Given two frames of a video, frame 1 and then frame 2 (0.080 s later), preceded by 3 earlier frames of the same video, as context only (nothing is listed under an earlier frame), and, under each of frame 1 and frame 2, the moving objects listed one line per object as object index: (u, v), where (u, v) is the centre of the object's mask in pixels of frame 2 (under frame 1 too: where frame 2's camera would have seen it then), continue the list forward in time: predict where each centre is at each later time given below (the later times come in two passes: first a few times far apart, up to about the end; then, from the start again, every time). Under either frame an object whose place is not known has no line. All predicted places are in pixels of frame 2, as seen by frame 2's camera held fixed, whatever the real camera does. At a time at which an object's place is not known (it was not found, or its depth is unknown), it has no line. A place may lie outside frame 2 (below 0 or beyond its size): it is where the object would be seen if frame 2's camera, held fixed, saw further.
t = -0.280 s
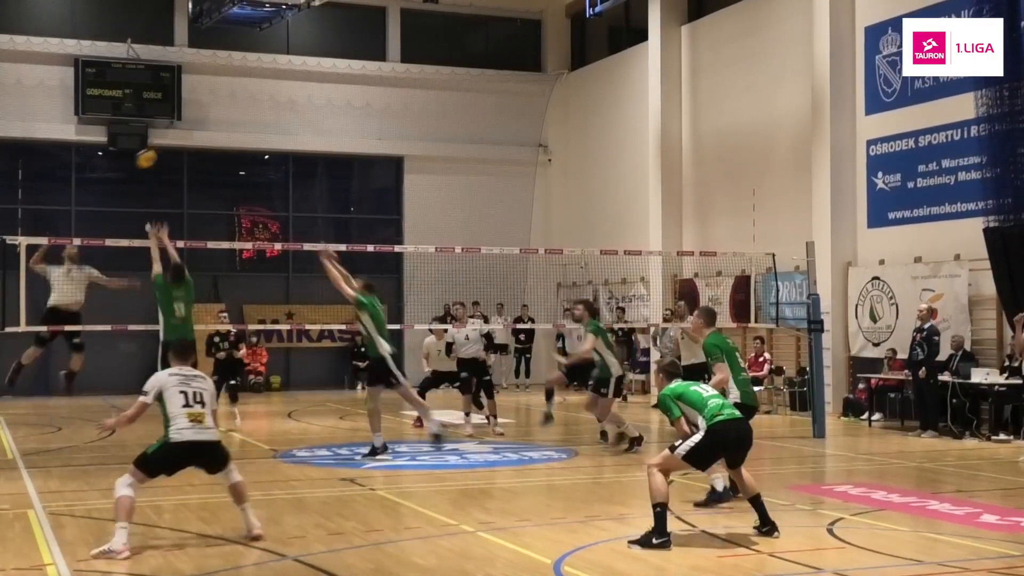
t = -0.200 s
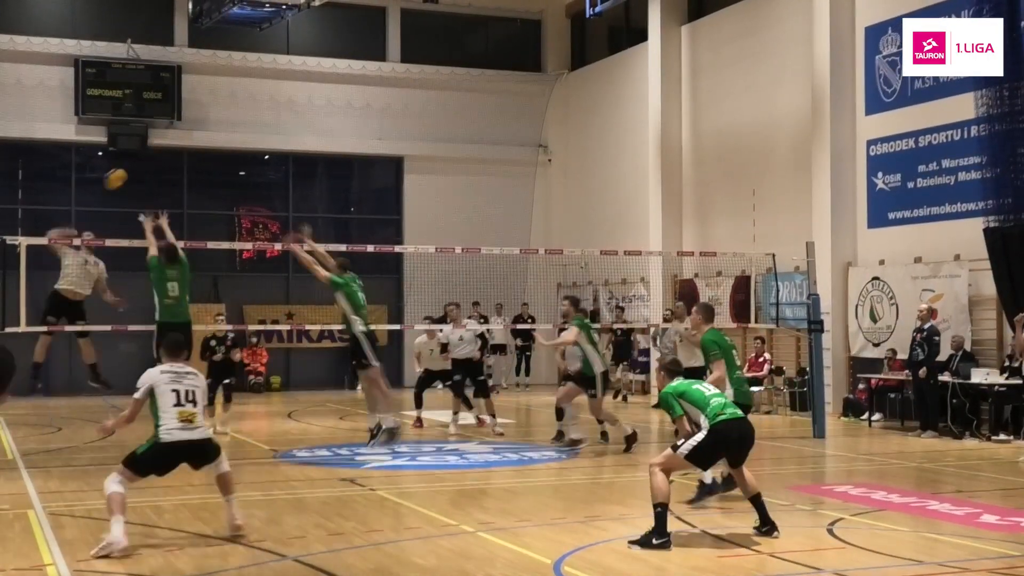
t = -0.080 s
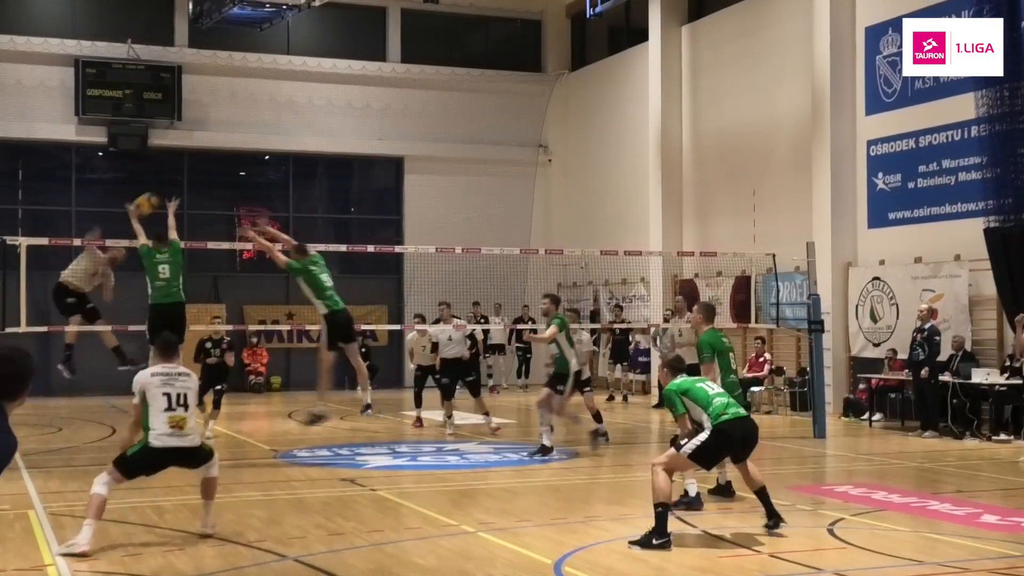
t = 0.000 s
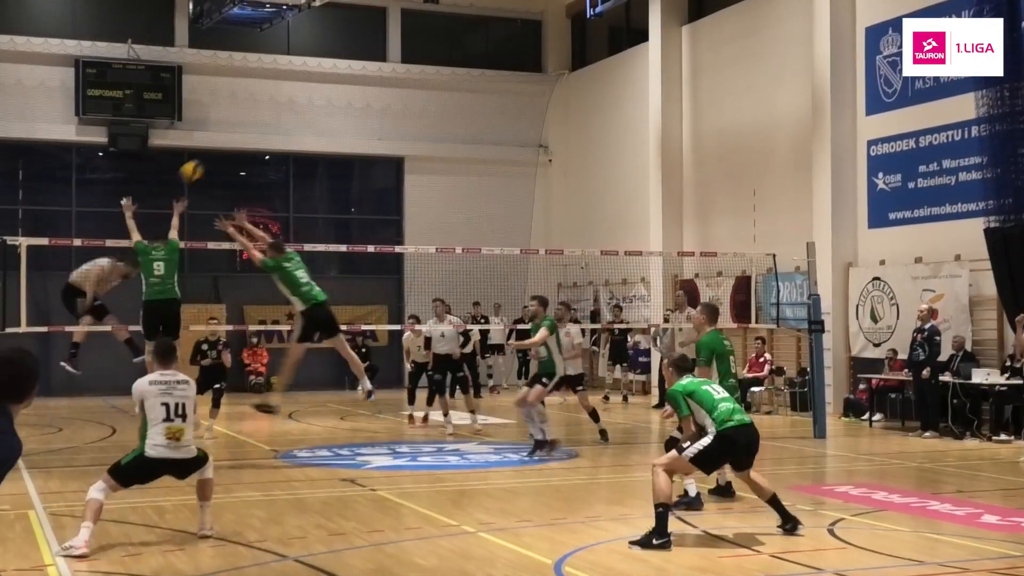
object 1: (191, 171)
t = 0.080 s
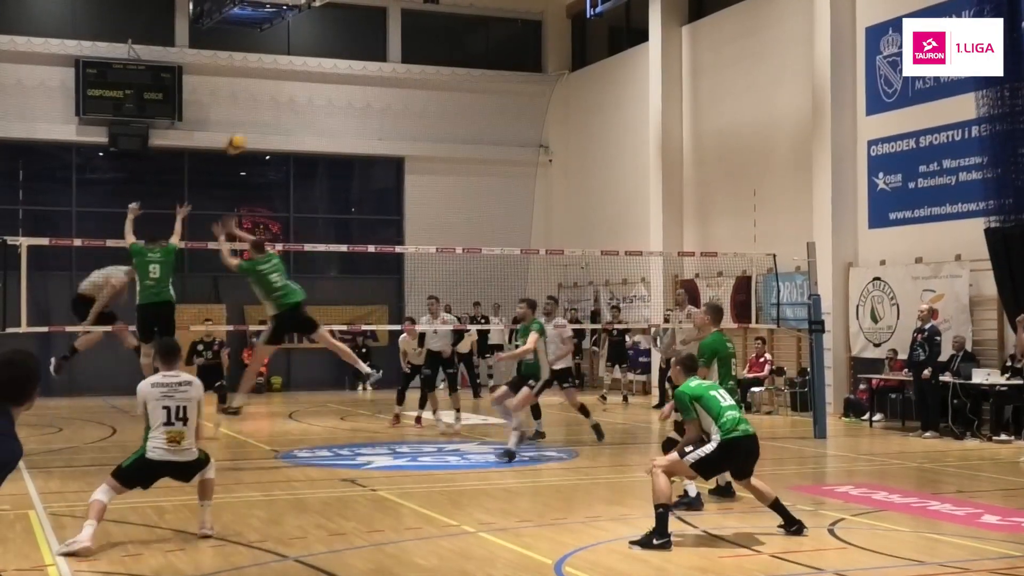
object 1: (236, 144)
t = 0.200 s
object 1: (298, 112)
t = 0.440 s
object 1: (422, 89)
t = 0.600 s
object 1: (501, 103)
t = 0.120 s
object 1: (256, 132)
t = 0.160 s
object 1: (277, 123)
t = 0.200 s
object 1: (298, 112)
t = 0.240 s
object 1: (321, 105)
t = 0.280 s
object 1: (341, 99)
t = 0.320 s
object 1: (361, 95)
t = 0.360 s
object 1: (383, 92)
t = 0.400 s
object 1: (401, 89)
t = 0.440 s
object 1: (422, 89)
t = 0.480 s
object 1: (442, 91)
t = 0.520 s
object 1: (460, 94)
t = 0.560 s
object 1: (482, 98)
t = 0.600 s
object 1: (501, 103)
